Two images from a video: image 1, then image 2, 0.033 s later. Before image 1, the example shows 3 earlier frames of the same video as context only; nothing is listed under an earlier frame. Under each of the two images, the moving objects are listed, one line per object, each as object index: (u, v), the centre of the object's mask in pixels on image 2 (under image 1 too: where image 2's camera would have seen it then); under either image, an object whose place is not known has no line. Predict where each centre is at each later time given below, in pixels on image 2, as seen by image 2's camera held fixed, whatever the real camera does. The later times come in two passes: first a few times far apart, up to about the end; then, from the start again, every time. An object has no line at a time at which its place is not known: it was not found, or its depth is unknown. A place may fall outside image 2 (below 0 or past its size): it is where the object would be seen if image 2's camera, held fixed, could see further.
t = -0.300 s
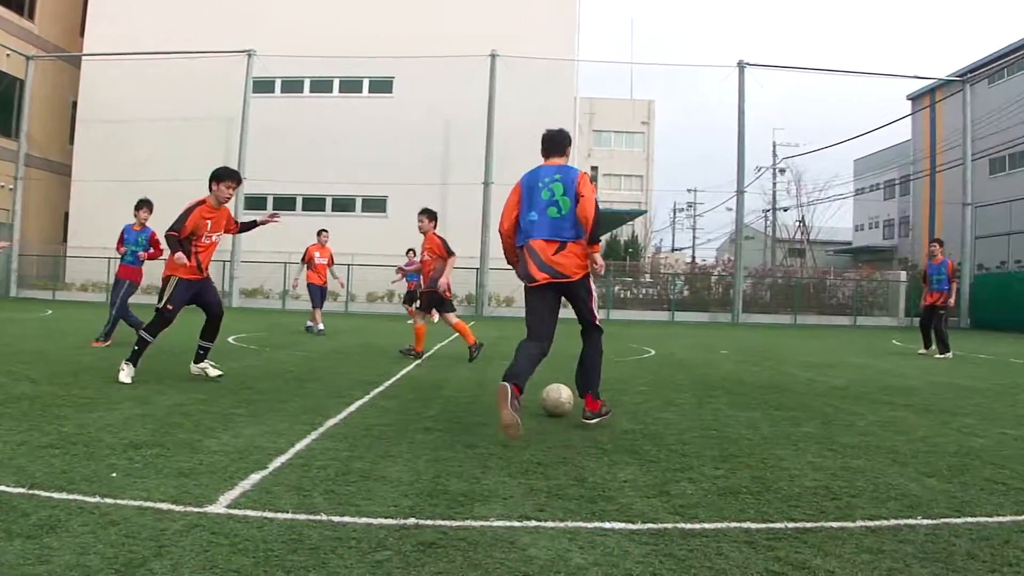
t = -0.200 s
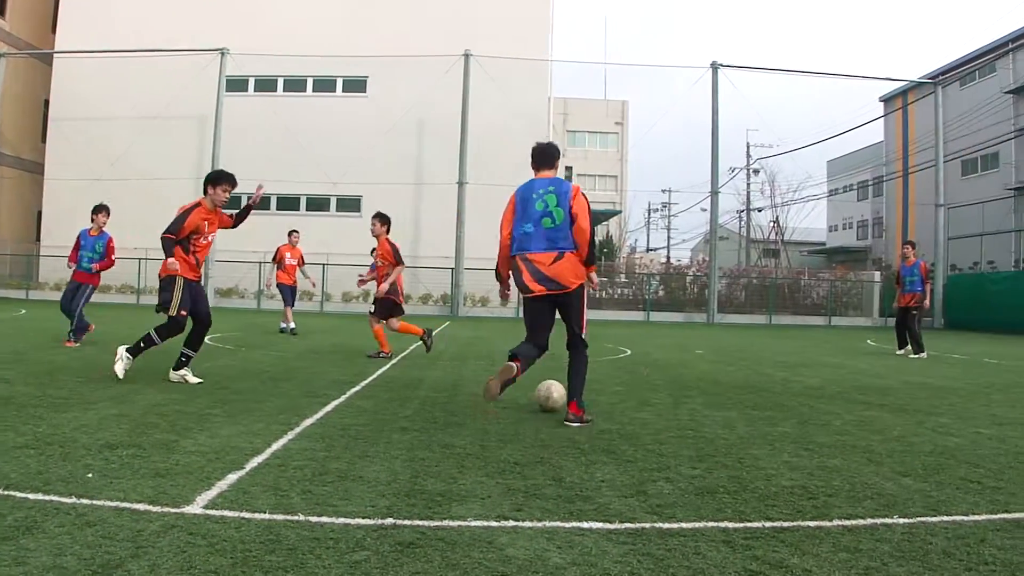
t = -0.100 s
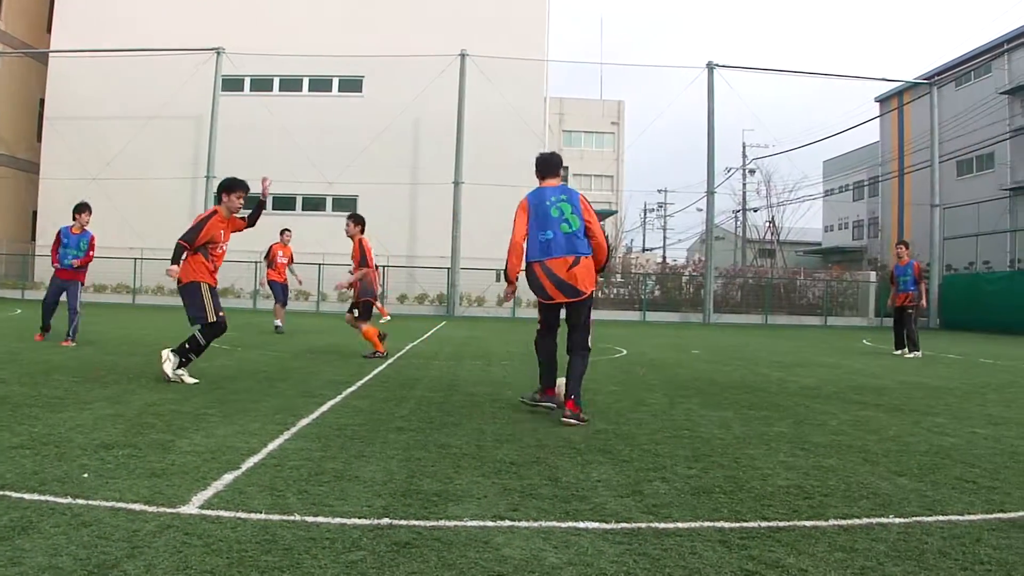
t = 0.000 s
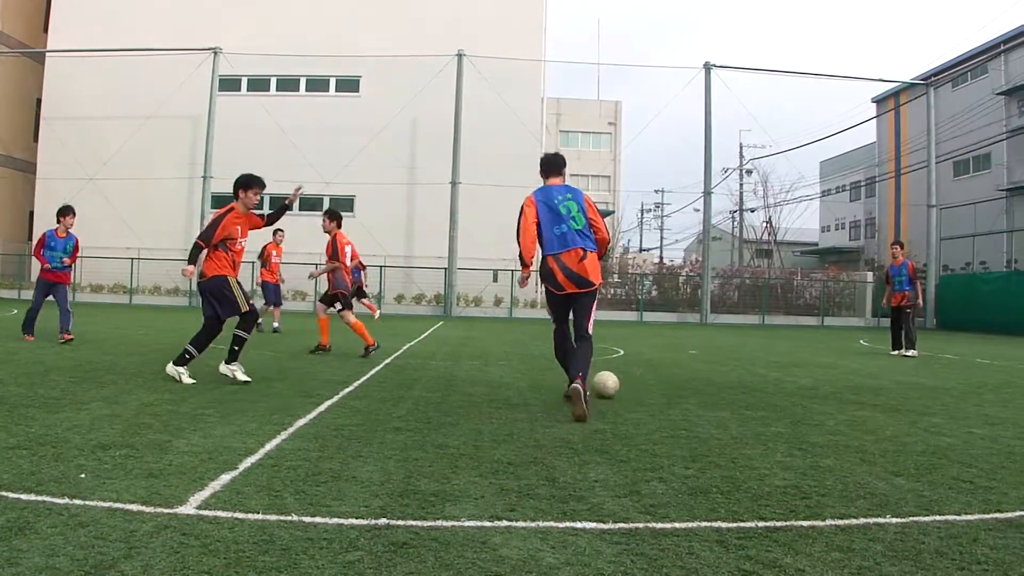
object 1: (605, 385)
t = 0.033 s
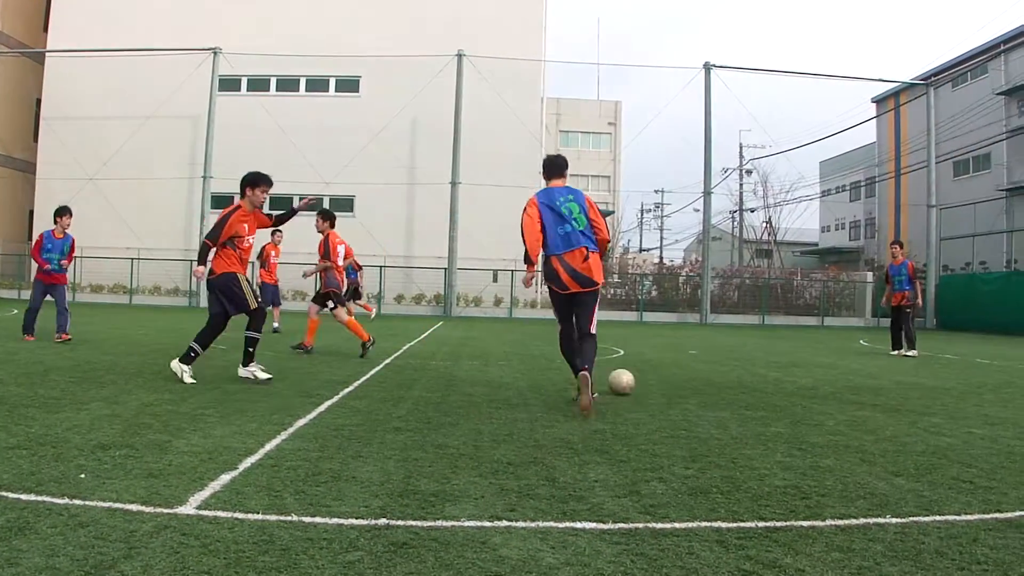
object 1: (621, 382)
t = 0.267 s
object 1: (701, 368)
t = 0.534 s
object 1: (751, 358)
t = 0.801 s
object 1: (783, 351)
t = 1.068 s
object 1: (806, 348)
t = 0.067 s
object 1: (636, 380)
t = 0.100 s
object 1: (649, 377)
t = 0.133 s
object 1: (662, 375)
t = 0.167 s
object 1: (673, 373)
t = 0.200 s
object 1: (683, 371)
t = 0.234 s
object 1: (692, 370)
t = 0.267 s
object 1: (701, 368)
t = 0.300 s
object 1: (709, 366)
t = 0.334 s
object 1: (717, 365)
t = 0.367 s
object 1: (724, 364)
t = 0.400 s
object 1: (730, 363)
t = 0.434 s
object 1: (736, 362)
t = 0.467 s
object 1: (742, 361)
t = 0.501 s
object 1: (747, 359)
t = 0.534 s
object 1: (751, 358)
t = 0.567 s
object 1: (756, 357)
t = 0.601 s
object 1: (761, 357)
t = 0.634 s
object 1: (765, 356)
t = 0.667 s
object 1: (769, 354)
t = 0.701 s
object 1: (773, 353)
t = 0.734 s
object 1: (776, 354)
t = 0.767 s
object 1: (780, 353)
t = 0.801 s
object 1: (783, 351)
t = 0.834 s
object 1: (786, 350)
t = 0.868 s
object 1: (789, 351)
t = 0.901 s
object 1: (792, 350)
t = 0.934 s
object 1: (795, 349)
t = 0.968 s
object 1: (798, 349)
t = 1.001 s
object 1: (801, 349)
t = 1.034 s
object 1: (804, 348)
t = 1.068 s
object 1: (806, 348)
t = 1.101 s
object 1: (809, 347)
